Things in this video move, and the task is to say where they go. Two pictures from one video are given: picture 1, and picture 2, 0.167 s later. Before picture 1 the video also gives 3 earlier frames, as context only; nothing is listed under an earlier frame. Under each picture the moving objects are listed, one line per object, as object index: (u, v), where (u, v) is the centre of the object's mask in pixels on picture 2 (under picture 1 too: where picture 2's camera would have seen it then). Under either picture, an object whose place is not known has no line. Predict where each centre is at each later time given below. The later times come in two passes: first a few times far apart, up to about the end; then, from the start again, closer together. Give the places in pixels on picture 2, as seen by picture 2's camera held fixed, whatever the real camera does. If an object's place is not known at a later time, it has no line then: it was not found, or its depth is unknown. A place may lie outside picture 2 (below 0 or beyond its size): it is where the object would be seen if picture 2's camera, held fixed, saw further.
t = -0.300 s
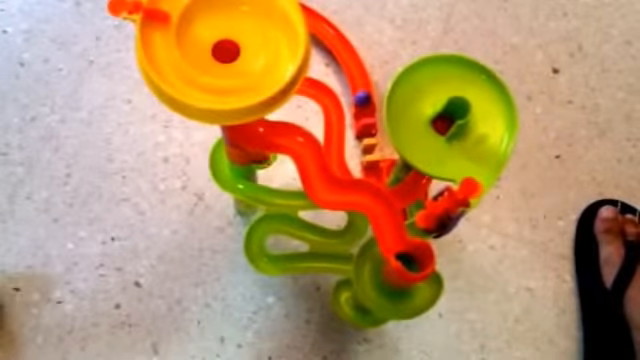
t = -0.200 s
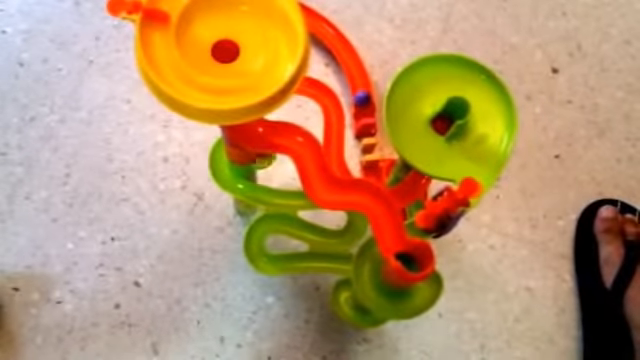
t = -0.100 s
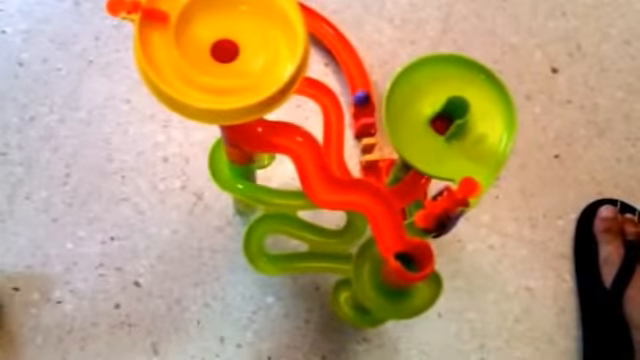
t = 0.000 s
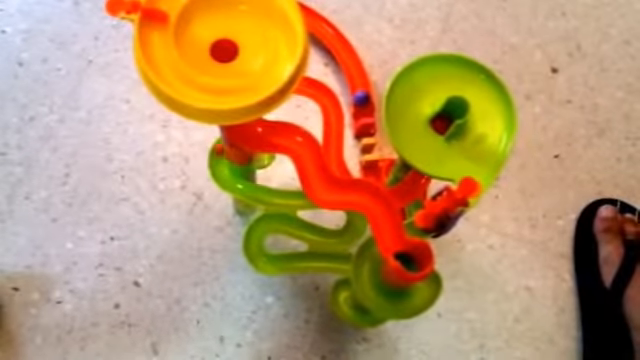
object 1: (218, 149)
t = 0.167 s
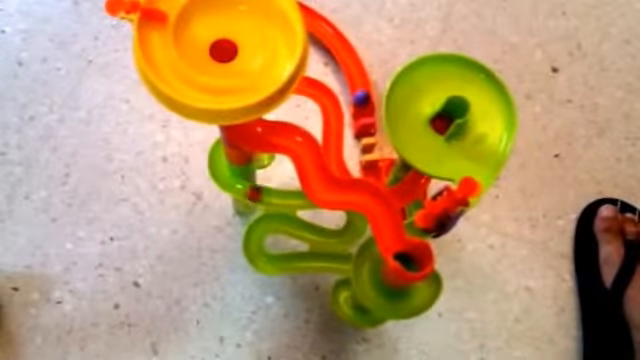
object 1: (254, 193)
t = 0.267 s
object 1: (296, 201)
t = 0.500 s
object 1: (344, 239)
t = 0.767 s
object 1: (272, 223)
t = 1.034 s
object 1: (281, 263)
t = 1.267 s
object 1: (346, 263)
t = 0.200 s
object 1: (268, 197)
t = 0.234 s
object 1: (282, 200)
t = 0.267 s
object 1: (296, 201)
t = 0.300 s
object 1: (307, 203)
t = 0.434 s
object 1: (359, 221)
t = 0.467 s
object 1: (354, 232)
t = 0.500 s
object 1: (344, 239)
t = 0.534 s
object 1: (334, 240)
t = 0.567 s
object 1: (324, 239)
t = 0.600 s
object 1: (314, 236)
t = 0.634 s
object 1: (304, 232)
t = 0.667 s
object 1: (296, 230)
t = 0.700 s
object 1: (287, 225)
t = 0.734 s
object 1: (279, 223)
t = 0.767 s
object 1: (272, 223)
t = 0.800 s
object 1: (265, 224)
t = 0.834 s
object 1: (257, 230)
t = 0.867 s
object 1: (254, 236)
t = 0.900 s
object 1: (253, 246)
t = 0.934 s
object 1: (254, 255)
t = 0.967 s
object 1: (263, 263)
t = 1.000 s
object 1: (272, 264)
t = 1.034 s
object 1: (281, 263)
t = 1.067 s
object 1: (290, 263)
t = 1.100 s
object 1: (300, 262)
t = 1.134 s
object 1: (309, 263)
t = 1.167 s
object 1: (319, 263)
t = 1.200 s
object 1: (328, 263)
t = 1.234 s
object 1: (338, 263)
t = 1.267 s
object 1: (346, 263)
